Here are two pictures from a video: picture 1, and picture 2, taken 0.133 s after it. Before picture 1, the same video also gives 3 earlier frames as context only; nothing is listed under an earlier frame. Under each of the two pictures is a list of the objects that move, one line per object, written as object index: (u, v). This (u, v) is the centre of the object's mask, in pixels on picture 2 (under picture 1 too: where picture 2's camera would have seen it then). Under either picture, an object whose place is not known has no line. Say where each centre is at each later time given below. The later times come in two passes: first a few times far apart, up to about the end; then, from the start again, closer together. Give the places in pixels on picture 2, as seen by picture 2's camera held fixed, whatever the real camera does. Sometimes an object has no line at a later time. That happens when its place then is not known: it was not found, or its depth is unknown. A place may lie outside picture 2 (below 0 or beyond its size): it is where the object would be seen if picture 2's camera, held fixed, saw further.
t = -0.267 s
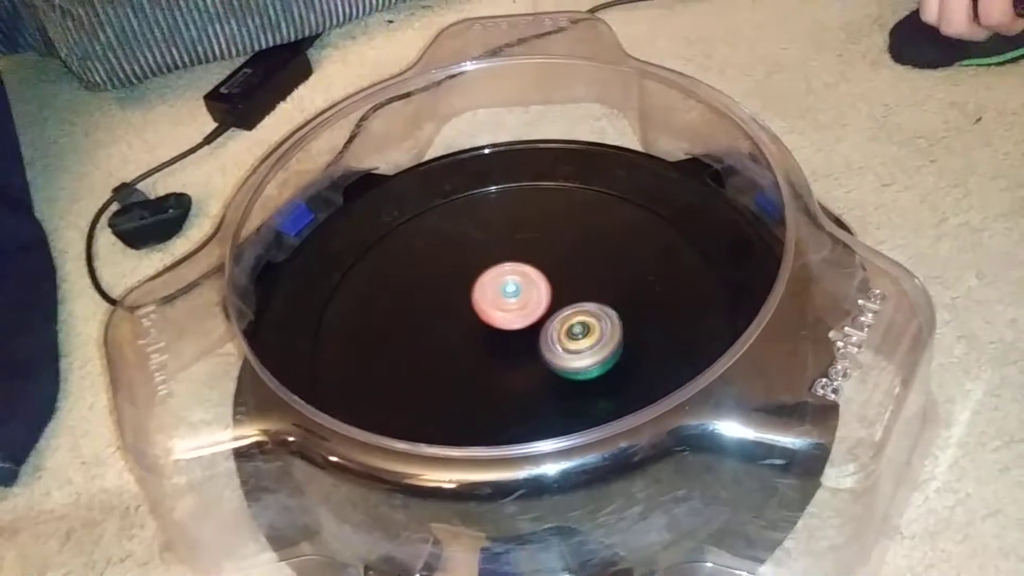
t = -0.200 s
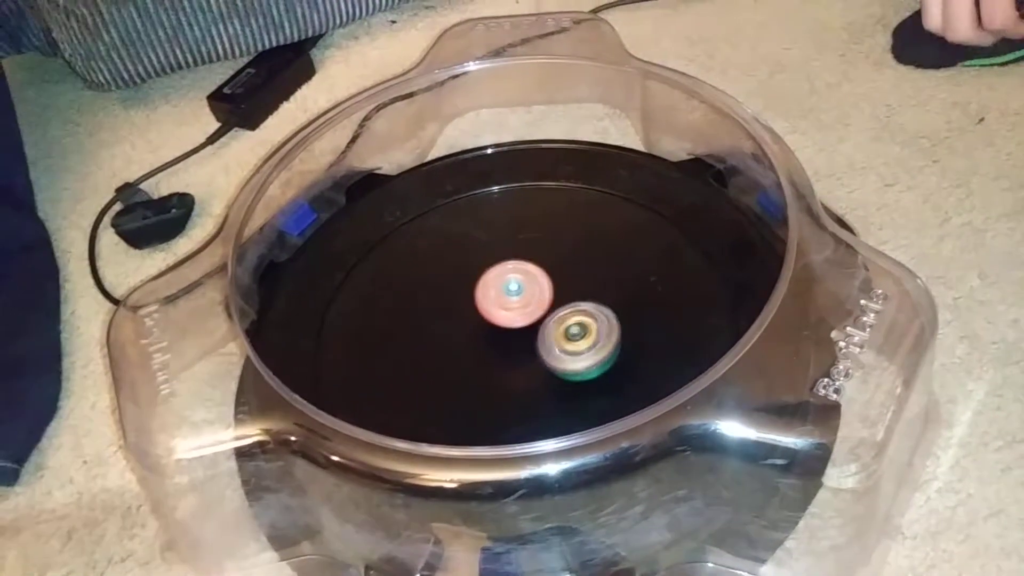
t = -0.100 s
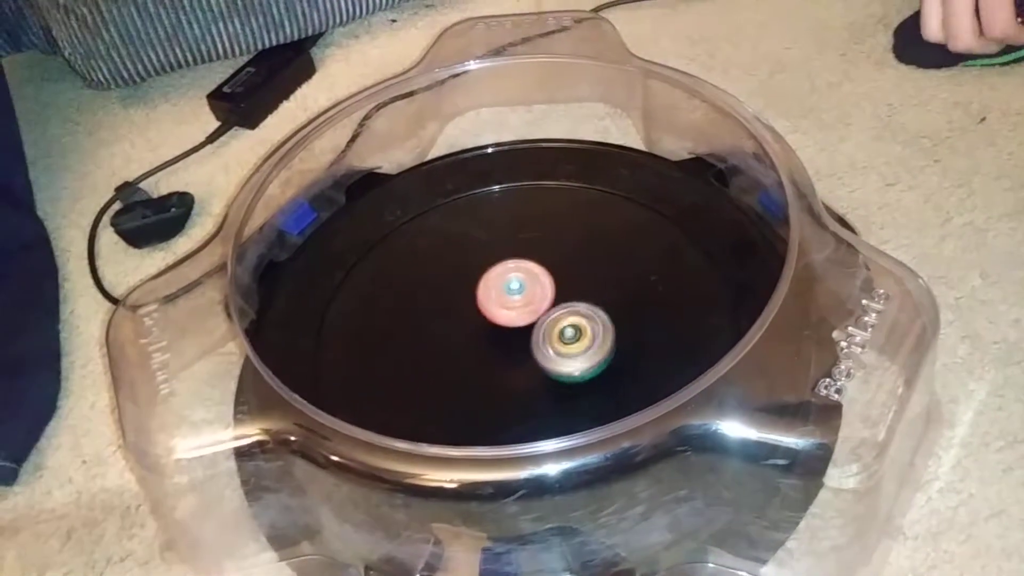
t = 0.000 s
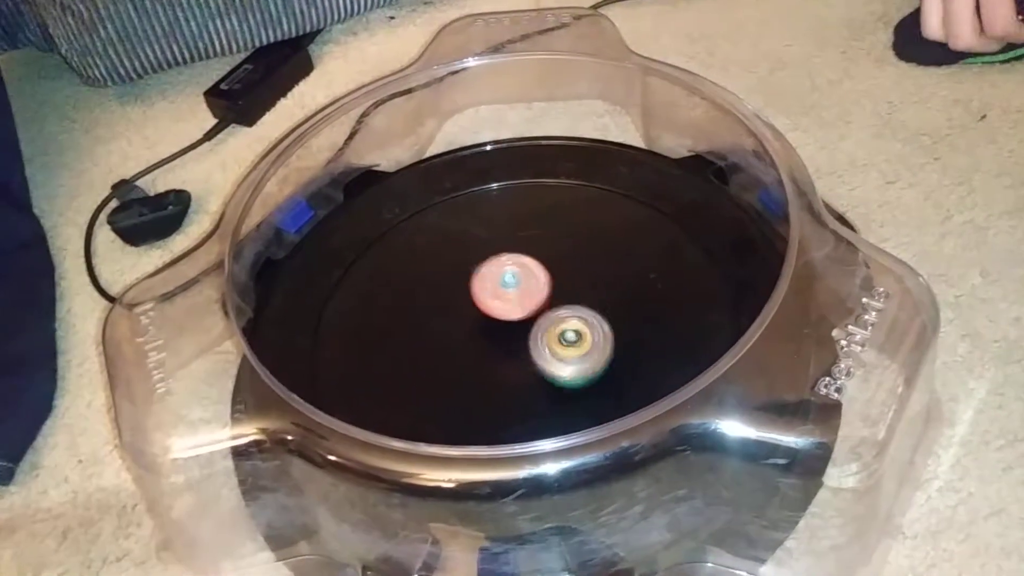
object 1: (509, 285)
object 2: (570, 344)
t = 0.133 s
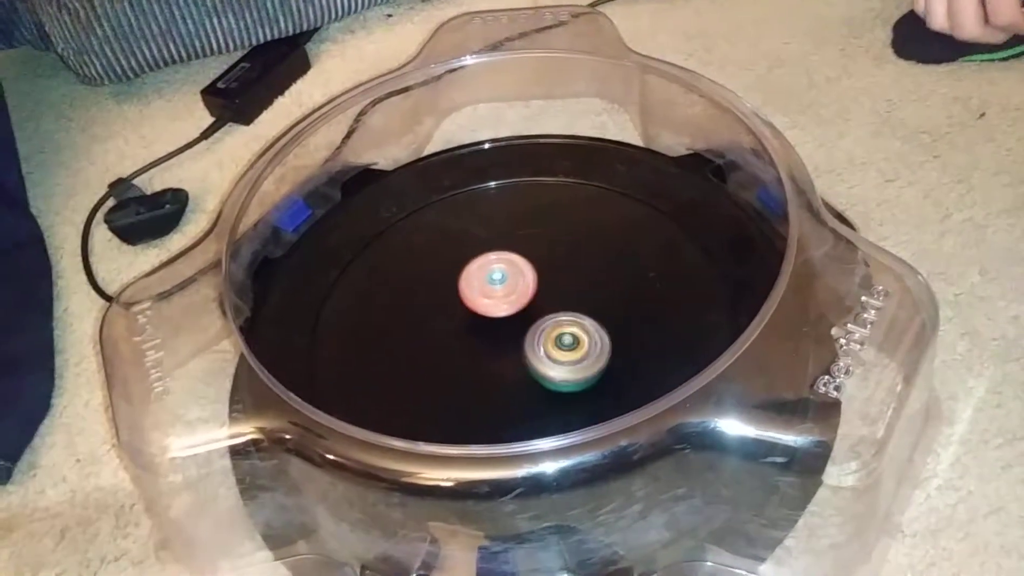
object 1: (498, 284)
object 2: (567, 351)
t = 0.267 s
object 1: (496, 287)
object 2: (560, 356)
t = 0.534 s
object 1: (498, 302)
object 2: (548, 359)
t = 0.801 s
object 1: (477, 294)
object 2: (552, 364)
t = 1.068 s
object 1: (484, 300)
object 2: (537, 359)
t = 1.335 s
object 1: (500, 298)
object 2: (535, 362)
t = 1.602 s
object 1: (520, 281)
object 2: (530, 363)
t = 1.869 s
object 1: (531, 285)
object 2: (522, 358)
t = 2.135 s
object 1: (533, 283)
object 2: (510, 370)
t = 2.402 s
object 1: (527, 299)
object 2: (501, 369)
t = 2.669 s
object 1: (523, 289)
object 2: (498, 369)
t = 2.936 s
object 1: (520, 291)
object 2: (491, 359)
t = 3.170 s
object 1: (521, 292)
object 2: (487, 358)
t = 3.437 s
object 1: (528, 286)
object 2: (484, 358)
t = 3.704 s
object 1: (534, 283)
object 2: (485, 350)
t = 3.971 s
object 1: (539, 286)
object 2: (473, 354)
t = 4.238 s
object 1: (539, 294)
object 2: (466, 352)
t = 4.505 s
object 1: (557, 298)
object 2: (454, 352)
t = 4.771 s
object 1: (559, 309)
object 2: (452, 343)
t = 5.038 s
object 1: (536, 316)
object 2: (451, 338)
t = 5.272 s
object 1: (558, 302)
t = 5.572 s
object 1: (553, 300)
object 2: (472, 309)
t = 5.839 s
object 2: (431, 288)
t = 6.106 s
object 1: (569, 313)
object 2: (464, 296)
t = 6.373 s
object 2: (478, 287)
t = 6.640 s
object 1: (513, 344)
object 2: (485, 281)
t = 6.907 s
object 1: (506, 343)
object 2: (495, 269)
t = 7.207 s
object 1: (522, 337)
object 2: (508, 274)
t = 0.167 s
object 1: (497, 284)
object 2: (565, 353)
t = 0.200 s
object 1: (495, 286)
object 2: (563, 354)
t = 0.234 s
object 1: (495, 286)
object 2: (562, 355)
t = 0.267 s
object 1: (496, 287)
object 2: (560, 356)
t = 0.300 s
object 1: (495, 288)
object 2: (559, 356)
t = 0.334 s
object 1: (494, 289)
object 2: (557, 357)
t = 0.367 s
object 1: (496, 290)
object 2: (556, 357)
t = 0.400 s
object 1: (495, 292)
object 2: (554, 358)
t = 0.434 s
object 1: (496, 294)
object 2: (552, 358)
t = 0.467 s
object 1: (496, 296)
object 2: (551, 358)
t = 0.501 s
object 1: (497, 299)
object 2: (549, 358)
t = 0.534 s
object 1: (498, 302)
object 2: (548, 359)
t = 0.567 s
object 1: (498, 304)
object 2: (547, 359)
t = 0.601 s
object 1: (495, 301)
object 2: (552, 363)
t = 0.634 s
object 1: (489, 298)
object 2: (558, 366)
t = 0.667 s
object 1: (484, 296)
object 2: (559, 367)
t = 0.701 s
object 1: (481, 296)
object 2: (558, 366)
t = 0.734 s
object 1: (479, 295)
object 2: (556, 365)
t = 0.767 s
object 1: (477, 294)
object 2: (554, 365)
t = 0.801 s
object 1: (477, 294)
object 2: (552, 364)
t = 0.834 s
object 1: (476, 295)
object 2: (550, 363)
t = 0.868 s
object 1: (475, 294)
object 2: (549, 362)
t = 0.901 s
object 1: (476, 295)
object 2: (547, 362)
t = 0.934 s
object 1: (476, 296)
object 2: (545, 361)
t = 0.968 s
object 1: (477, 296)
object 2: (543, 361)
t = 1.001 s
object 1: (479, 296)
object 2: (541, 360)
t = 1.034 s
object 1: (480, 298)
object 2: (539, 359)
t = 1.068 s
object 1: (484, 300)
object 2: (537, 359)
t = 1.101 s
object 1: (488, 301)
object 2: (535, 358)
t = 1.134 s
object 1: (489, 300)
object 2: (534, 358)
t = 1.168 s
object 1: (491, 299)
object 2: (537, 360)
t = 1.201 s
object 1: (491, 300)
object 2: (539, 361)
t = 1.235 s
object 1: (493, 300)
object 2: (538, 361)
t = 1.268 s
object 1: (496, 300)
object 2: (536, 361)
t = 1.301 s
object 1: (498, 299)
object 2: (535, 361)
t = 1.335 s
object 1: (500, 298)
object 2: (535, 362)
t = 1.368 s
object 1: (502, 298)
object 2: (535, 362)
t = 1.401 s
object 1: (504, 297)
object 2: (535, 362)
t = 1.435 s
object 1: (507, 293)
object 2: (534, 364)
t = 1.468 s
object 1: (509, 290)
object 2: (533, 364)
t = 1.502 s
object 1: (512, 287)
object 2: (532, 364)
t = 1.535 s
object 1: (514, 285)
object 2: (531, 364)
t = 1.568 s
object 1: (517, 283)
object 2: (530, 363)
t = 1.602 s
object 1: (520, 281)
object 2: (530, 363)
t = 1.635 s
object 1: (522, 280)
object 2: (529, 362)
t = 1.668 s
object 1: (524, 280)
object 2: (528, 362)
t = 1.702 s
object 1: (526, 279)
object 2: (528, 361)
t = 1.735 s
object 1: (527, 279)
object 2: (527, 360)
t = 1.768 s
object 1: (528, 280)
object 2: (526, 360)
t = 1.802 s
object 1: (528, 282)
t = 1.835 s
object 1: (530, 283)
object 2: (523, 358)
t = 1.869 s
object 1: (531, 285)
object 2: (522, 358)
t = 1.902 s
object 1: (531, 287)
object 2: (520, 358)
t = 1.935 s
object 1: (532, 285)
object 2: (518, 364)
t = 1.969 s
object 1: (533, 283)
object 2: (517, 368)
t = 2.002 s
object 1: (533, 283)
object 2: (516, 370)
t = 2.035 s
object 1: (533, 282)
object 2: (515, 370)
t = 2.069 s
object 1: (534, 282)
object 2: (513, 369)
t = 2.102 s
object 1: (534, 282)
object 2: (511, 369)
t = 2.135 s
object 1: (533, 283)
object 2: (510, 370)
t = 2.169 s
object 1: (533, 283)
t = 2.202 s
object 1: (533, 284)
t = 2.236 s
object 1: (532, 286)
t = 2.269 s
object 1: (531, 288)
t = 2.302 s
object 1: (530, 291)
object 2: (504, 368)
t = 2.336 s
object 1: (528, 294)
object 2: (503, 367)
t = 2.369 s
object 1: (527, 297)
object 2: (502, 368)
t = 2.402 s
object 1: (527, 299)
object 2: (501, 369)
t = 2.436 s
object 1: (526, 299)
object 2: (502, 369)
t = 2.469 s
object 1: (527, 295)
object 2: (501, 372)
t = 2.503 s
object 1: (526, 292)
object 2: (500, 373)
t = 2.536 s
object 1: (525, 291)
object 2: (500, 373)
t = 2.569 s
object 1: (524, 290)
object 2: (500, 371)
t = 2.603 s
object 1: (525, 288)
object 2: (499, 370)
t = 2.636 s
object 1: (524, 289)
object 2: (498, 370)
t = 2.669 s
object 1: (523, 289)
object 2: (498, 369)
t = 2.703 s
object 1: (522, 288)
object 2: (497, 367)
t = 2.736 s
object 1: (522, 287)
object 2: (496, 366)
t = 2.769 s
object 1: (523, 288)
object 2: (496, 365)
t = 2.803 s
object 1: (521, 289)
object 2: (495, 364)
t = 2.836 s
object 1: (520, 290)
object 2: (495, 363)
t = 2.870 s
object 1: (521, 291)
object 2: (493, 362)
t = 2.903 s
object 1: (520, 291)
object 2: (492, 360)
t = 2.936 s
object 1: (520, 291)
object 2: (491, 359)
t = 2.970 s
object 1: (521, 292)
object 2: (490, 359)
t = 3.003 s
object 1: (521, 293)
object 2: (489, 358)
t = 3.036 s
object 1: (520, 293)
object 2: (489, 359)
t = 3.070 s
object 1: (521, 292)
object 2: (489, 358)
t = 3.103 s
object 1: (521, 292)
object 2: (488, 359)
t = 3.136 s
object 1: (521, 291)
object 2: (488, 359)
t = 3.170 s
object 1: (521, 292)
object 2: (487, 358)
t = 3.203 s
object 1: (521, 290)
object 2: (486, 358)
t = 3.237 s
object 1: (522, 290)
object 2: (485, 357)
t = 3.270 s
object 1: (523, 291)
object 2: (485, 357)
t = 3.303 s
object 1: (523, 290)
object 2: (485, 357)
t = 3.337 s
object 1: (525, 290)
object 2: (485, 357)
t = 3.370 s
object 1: (525, 291)
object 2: (486, 356)
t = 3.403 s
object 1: (526, 290)
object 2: (484, 357)
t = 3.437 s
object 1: (528, 286)
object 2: (484, 358)
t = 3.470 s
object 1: (529, 285)
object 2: (485, 358)
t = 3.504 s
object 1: (530, 284)
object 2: (486, 356)
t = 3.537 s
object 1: (530, 285)
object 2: (486, 355)
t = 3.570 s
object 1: (531, 284)
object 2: (485, 354)
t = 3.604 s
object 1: (531, 284)
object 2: (485, 352)
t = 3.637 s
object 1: (532, 286)
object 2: (485, 351)
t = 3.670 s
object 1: (532, 286)
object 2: (485, 350)
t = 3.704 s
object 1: (534, 283)
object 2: (485, 350)
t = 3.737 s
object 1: (534, 284)
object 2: (484, 350)
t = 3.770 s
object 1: (534, 284)
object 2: (485, 349)
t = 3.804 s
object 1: (535, 285)
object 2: (484, 348)
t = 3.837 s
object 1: (534, 286)
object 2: (483, 347)
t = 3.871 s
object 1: (534, 288)
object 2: (482, 347)
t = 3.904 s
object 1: (534, 290)
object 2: (482, 346)
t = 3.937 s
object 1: (536, 289)
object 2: (478, 349)
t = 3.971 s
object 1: (539, 286)
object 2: (473, 354)
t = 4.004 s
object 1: (538, 287)
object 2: (470, 356)
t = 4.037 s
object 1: (538, 287)
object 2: (467, 357)
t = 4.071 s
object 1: (540, 288)
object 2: (466, 357)
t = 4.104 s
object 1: (540, 289)
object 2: (466, 357)
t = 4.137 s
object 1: (540, 289)
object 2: (466, 356)
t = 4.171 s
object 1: (540, 290)
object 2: (466, 355)
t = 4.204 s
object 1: (540, 291)
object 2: (466, 353)
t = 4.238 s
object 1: (539, 294)
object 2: (466, 352)
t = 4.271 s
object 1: (538, 296)
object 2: (466, 351)
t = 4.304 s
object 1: (536, 299)
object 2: (467, 350)
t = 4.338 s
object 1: (538, 301)
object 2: (466, 349)
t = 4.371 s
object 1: (545, 299)
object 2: (459, 352)
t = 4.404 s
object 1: (550, 298)
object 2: (453, 354)
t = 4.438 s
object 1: (552, 297)
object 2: (452, 354)
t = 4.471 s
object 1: (556, 298)
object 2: (453, 354)
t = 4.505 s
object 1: (557, 298)
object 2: (454, 352)
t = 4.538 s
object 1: (560, 299)
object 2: (454, 350)
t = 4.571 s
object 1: (561, 300)
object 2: (453, 349)
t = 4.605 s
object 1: (562, 301)
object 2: (453, 348)
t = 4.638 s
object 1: (563, 302)
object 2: (453, 347)
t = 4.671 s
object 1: (562, 305)
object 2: (453, 346)
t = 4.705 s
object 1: (562, 306)
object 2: (452, 345)
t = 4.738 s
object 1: (560, 308)
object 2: (452, 343)
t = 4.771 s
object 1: (559, 309)
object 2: (452, 343)
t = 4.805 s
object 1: (556, 311)
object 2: (452, 341)
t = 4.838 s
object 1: (552, 313)
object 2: (453, 340)
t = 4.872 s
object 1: (548, 314)
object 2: (453, 339)
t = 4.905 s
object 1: (544, 316)
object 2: (453, 338)
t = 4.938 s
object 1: (538, 317)
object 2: (453, 337)
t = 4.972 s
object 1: (538, 317)
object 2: (450, 337)
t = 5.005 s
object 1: (537, 317)
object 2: (448, 338)
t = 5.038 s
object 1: (536, 316)
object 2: (451, 338)
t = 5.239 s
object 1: (555, 305)
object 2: (454, 331)
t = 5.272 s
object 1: (558, 302)
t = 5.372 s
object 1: (564, 298)
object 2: (458, 327)
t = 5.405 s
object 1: (564, 299)
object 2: (461, 325)
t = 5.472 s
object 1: (560, 298)
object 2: (465, 320)
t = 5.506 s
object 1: (560, 298)
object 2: (468, 316)
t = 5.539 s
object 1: (557, 299)
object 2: (471, 313)
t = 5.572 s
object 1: (553, 300)
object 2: (472, 309)
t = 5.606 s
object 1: (558, 302)
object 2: (468, 305)
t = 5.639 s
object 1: (573, 301)
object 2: (455, 302)
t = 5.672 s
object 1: (585, 301)
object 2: (444, 299)
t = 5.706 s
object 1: (592, 300)
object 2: (438, 296)
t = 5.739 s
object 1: (598, 300)
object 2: (435, 293)
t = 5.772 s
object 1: (602, 300)
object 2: (432, 291)
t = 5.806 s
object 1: (605, 301)
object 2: (430, 289)
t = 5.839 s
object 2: (431, 288)
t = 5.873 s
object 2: (432, 289)
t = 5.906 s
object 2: (436, 289)
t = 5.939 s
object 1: (602, 305)
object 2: (438, 288)
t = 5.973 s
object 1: (598, 306)
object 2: (441, 289)
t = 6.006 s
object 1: (593, 308)
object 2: (445, 290)
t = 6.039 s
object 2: (450, 292)
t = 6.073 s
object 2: (455, 294)
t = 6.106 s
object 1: (569, 313)
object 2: (464, 296)
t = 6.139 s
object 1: (560, 314)
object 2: (472, 297)
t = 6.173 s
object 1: (554, 317)
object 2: (480, 297)
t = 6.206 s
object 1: (558, 324)
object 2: (476, 293)
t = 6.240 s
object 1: (559, 328)
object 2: (474, 290)
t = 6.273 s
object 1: (556, 330)
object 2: (474, 290)
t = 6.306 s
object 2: (476, 289)
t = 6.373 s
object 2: (478, 287)
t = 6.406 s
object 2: (479, 287)
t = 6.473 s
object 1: (530, 339)
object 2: (483, 286)
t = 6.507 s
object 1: (525, 341)
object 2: (485, 284)
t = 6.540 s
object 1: (522, 343)
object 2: (484, 282)
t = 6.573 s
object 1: (518, 343)
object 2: (483, 281)
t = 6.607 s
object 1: (516, 343)
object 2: (484, 282)
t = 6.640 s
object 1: (513, 344)
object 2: (485, 281)
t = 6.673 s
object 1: (510, 343)
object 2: (487, 280)
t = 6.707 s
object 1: (508, 342)
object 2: (489, 280)
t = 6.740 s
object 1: (507, 340)
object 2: (490, 279)
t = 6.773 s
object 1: (506, 338)
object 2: (491, 278)
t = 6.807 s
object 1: (506, 338)
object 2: (491, 277)
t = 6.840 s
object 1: (504, 340)
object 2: (492, 274)
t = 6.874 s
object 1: (506, 343)
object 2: (493, 272)
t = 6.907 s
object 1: (506, 343)
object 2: (495, 269)
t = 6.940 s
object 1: (508, 343)
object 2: (496, 267)
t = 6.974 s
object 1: (509, 344)
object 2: (497, 267)
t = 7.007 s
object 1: (509, 343)
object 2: (497, 267)
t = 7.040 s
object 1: (511, 343)
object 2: (499, 268)
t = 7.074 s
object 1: (513, 342)
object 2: (502, 270)
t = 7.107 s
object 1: (515, 342)
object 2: (506, 270)
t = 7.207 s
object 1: (522, 337)
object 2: (508, 274)
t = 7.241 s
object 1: (524, 338)
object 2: (508, 274)
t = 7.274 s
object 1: (527, 338)
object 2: (507, 275)
